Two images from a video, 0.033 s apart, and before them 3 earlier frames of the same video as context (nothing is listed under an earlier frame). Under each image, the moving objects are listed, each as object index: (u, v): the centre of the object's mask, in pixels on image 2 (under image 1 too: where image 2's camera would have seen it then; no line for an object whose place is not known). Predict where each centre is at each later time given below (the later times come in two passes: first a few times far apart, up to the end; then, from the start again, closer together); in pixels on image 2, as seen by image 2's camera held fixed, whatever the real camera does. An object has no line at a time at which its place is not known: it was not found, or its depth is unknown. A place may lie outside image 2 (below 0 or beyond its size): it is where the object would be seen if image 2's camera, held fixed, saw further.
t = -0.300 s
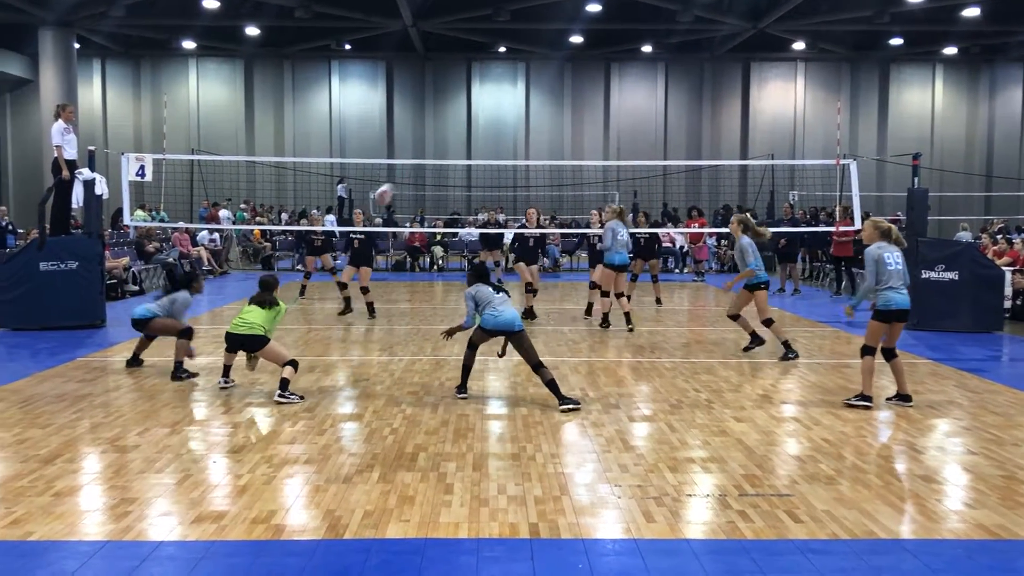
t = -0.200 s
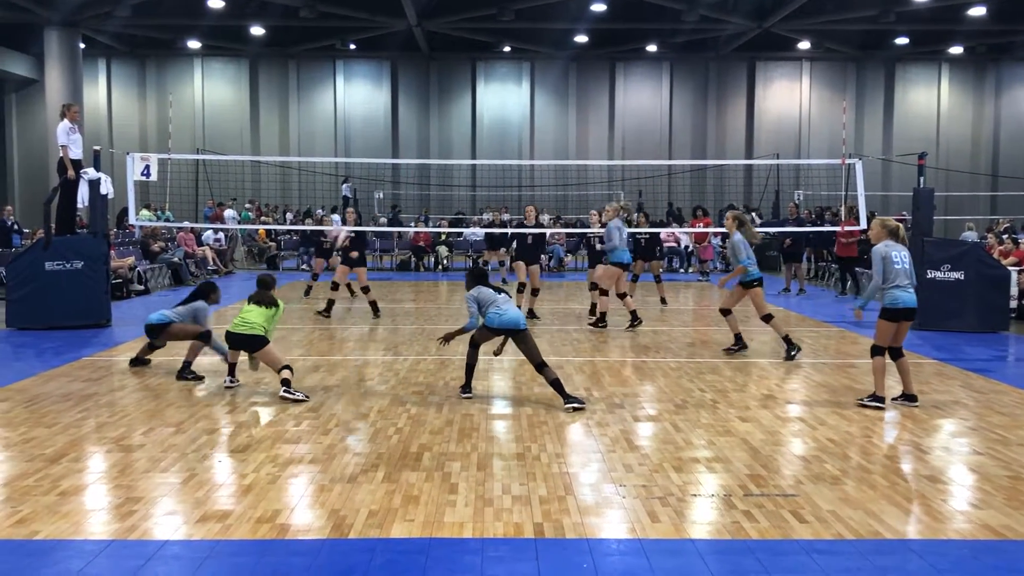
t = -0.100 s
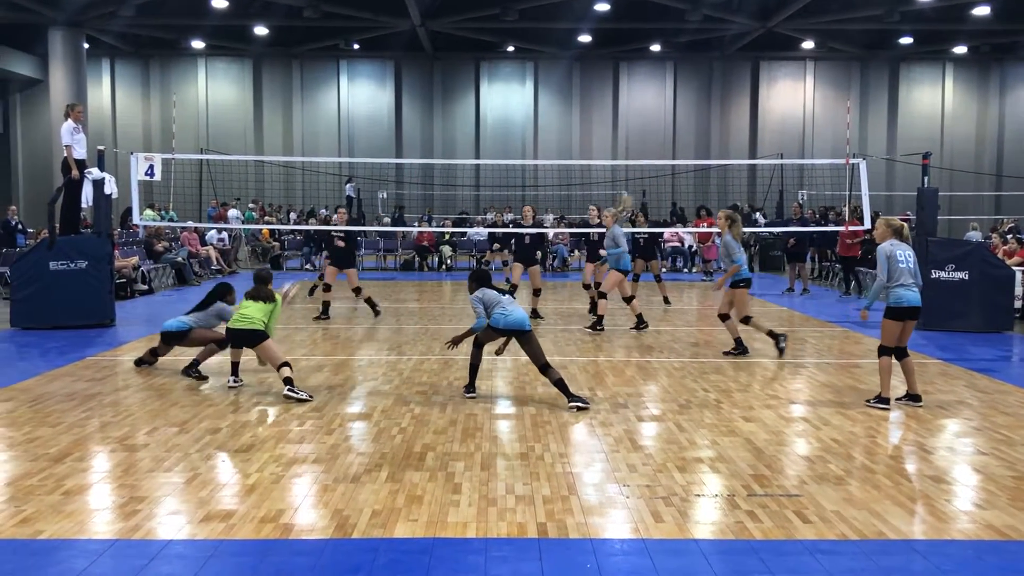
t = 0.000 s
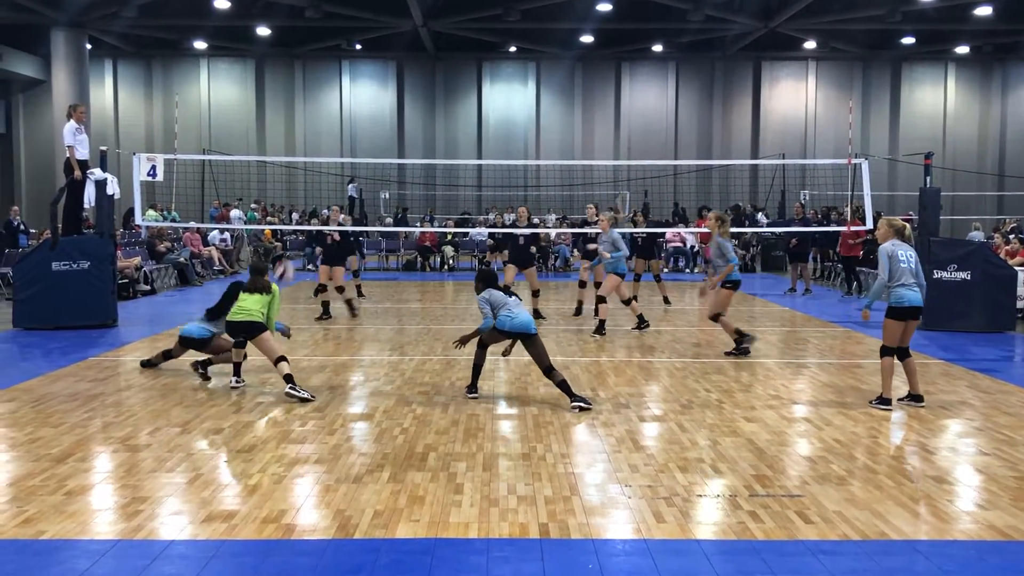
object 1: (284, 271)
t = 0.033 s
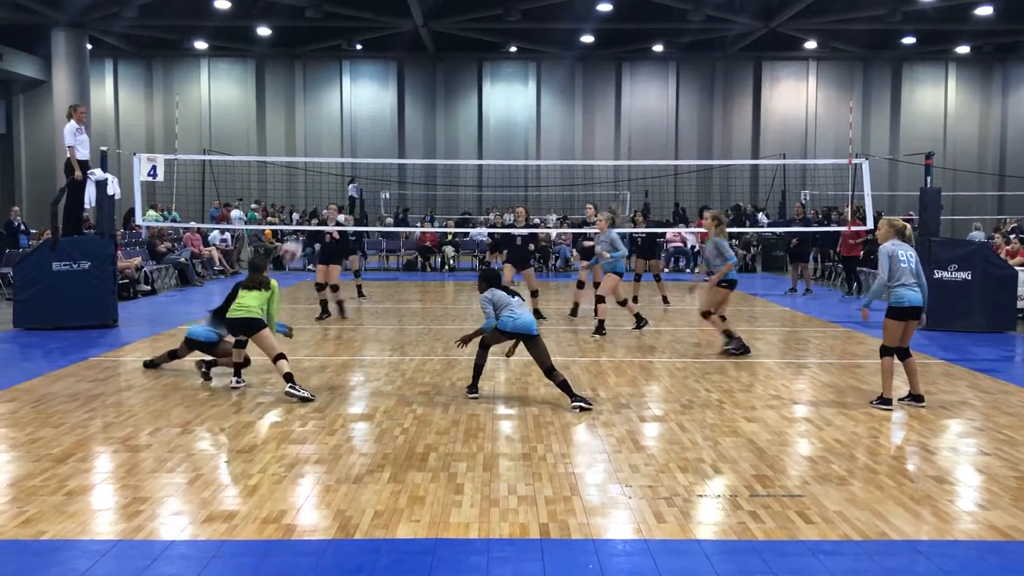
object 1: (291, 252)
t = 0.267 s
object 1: (341, 126)
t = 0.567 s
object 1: (401, 52)
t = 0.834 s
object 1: (450, 55)
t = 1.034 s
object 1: (484, 100)
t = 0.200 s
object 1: (329, 156)
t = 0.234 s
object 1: (335, 141)
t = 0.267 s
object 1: (341, 126)
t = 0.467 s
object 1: (382, 65)
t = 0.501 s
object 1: (388, 59)
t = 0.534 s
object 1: (395, 54)
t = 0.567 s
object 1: (401, 52)
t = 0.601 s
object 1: (408, 47)
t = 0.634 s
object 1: (414, 46)
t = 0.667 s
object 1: (420, 45)
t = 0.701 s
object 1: (426, 45)
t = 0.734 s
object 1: (432, 46)
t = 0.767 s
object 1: (438, 48)
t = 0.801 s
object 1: (444, 51)
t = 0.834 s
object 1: (450, 55)
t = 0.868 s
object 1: (456, 60)
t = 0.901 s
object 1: (461, 66)
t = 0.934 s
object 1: (467, 73)
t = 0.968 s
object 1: (473, 80)
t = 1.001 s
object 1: (479, 89)
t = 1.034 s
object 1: (484, 100)
